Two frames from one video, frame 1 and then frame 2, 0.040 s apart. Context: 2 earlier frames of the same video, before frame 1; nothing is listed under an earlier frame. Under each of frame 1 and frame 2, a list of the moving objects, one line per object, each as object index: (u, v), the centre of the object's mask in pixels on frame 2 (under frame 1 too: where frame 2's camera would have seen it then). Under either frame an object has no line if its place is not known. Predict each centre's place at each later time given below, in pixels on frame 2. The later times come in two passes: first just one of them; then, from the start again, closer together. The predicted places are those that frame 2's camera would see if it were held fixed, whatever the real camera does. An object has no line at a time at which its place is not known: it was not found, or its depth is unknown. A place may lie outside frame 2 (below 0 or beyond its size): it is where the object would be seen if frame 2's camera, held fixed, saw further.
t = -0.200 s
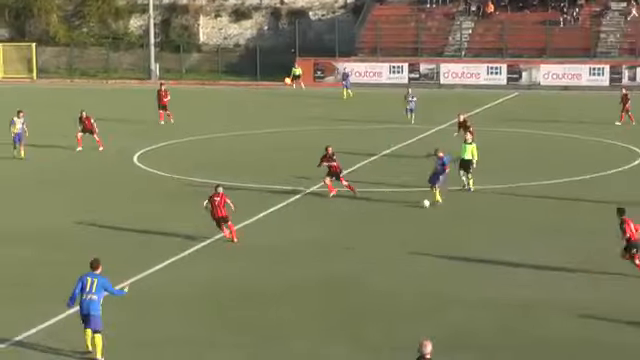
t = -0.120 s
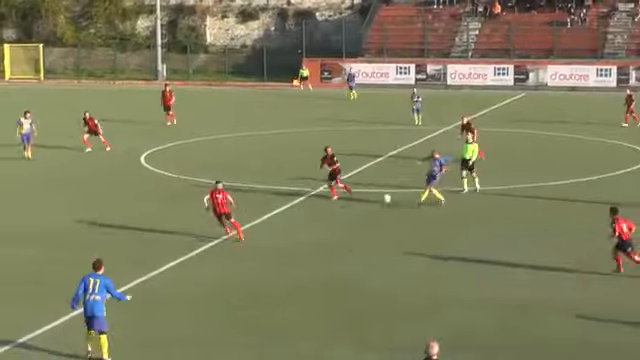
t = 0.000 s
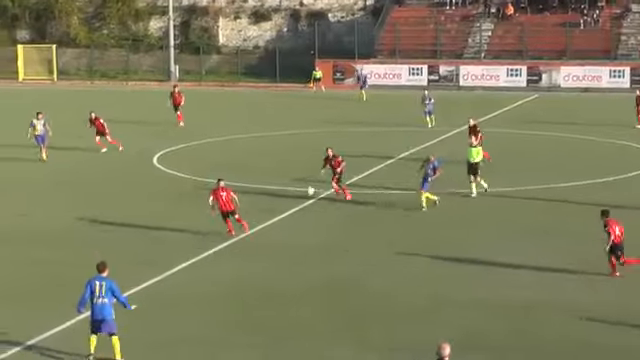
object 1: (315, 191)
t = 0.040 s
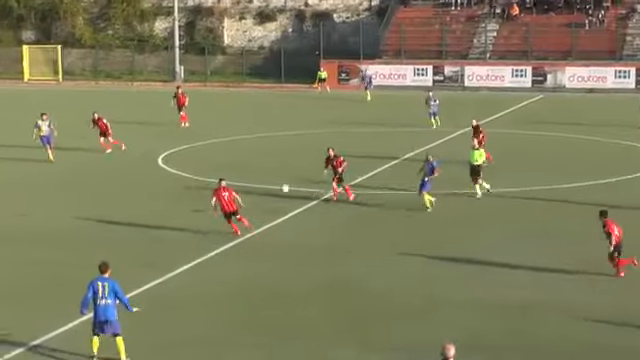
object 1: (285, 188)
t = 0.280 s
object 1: (107, 181)
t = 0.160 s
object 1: (195, 182)
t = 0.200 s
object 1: (166, 181)
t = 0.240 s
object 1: (136, 181)
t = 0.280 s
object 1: (107, 181)
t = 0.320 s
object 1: (77, 181)
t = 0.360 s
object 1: (48, 182)
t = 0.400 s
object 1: (19, 183)
